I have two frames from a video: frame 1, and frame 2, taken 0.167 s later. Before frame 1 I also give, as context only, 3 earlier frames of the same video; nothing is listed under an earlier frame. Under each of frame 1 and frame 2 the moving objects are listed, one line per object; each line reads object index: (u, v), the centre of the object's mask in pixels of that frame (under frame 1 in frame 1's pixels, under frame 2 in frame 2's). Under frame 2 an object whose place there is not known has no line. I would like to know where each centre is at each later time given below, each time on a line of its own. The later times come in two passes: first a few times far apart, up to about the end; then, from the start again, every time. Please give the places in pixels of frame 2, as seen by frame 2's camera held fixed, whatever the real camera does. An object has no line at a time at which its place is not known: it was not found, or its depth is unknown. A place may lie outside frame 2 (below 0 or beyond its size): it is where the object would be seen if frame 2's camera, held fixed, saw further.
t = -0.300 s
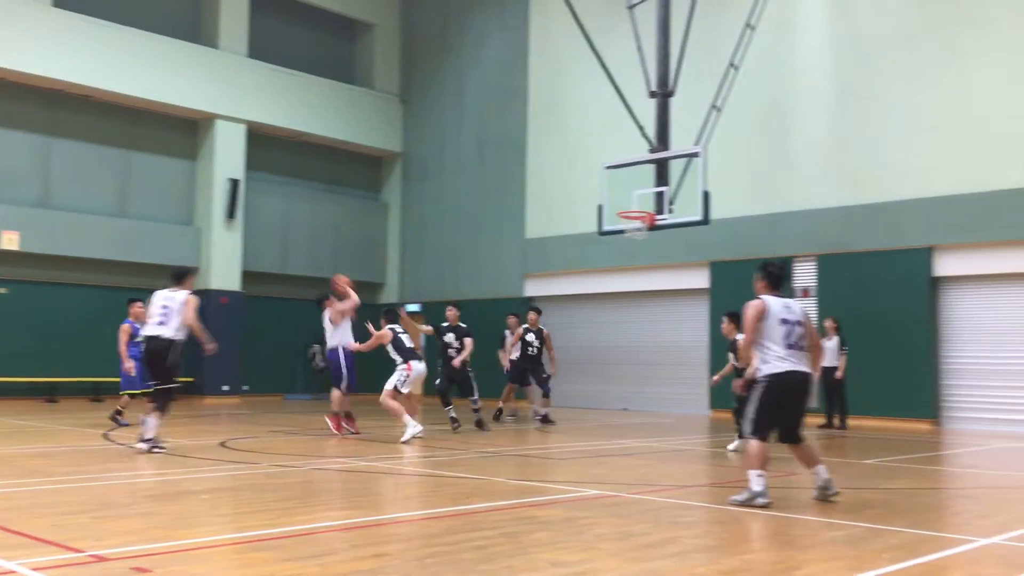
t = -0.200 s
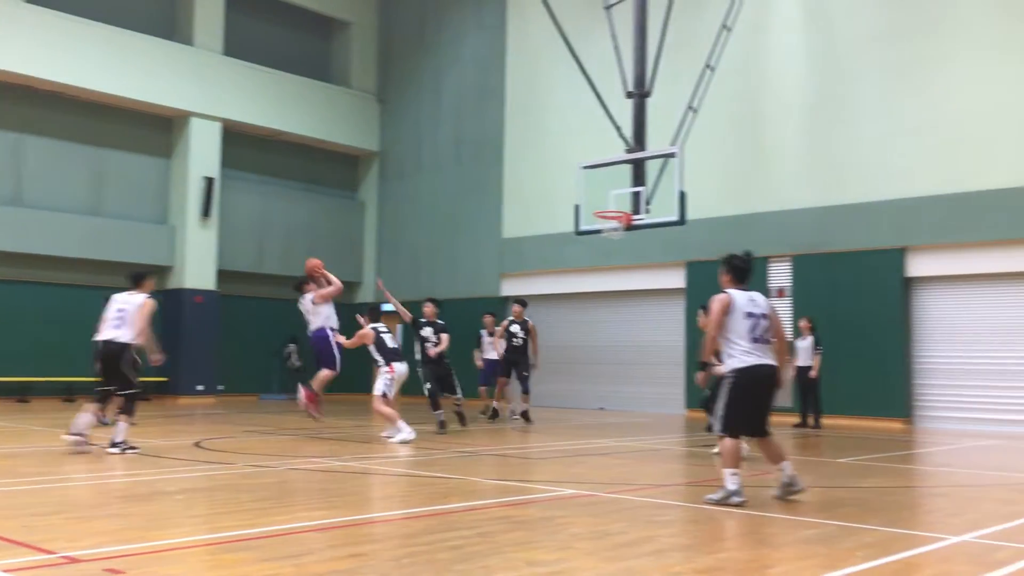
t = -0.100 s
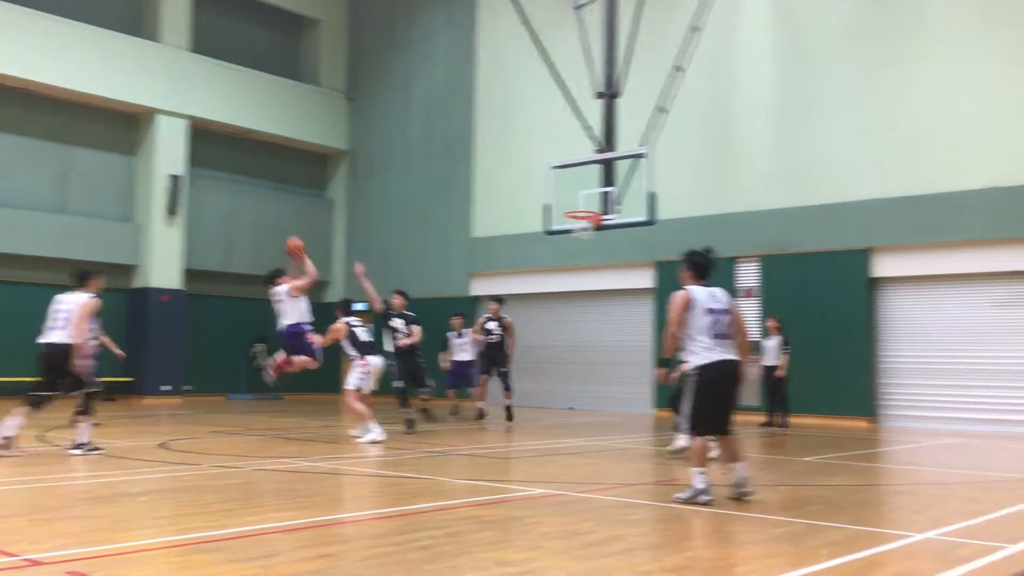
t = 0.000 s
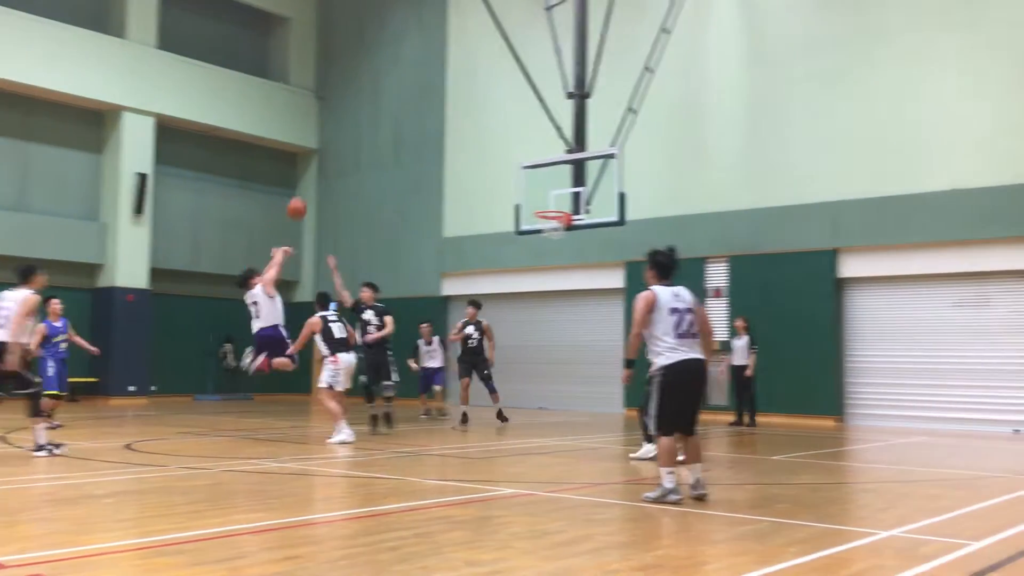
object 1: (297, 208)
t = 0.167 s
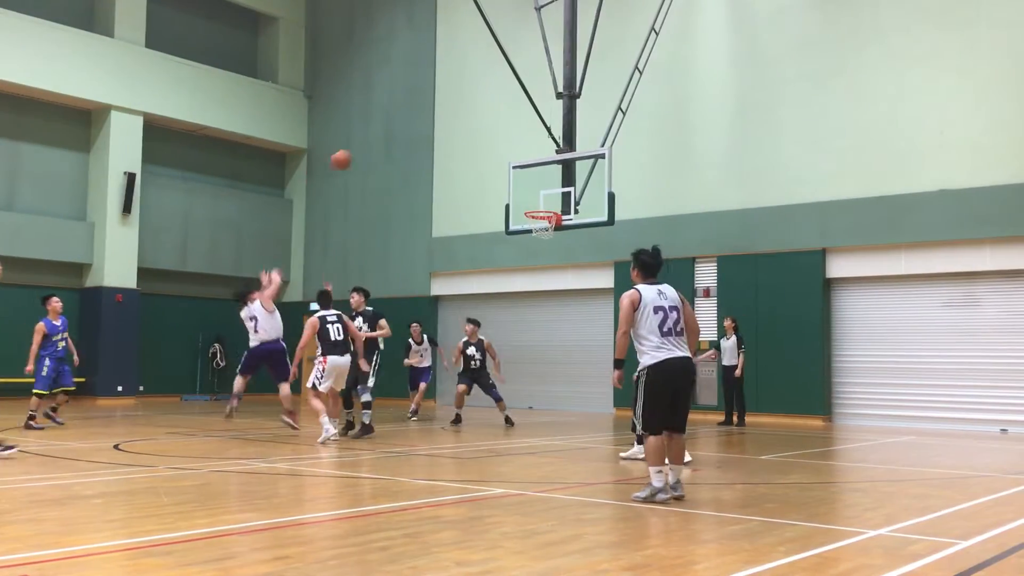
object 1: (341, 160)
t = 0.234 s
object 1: (361, 147)
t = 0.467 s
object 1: (428, 131)
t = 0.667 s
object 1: (482, 147)
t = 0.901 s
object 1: (538, 198)
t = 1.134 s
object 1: (539, 187)
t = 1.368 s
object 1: (542, 180)
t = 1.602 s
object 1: (533, 202)
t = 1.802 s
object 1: (536, 189)
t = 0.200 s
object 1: (351, 153)
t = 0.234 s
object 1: (361, 147)
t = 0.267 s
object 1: (371, 142)
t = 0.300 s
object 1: (382, 138)
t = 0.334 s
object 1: (391, 135)
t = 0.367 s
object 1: (401, 133)
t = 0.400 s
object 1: (411, 131)
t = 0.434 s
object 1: (419, 131)
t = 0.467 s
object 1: (428, 131)
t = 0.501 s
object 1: (438, 132)
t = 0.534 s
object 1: (447, 133)
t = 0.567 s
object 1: (456, 136)
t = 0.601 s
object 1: (465, 139)
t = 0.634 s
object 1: (473, 143)
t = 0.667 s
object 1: (482, 147)
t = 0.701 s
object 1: (490, 152)
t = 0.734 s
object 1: (498, 158)
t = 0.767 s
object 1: (506, 165)
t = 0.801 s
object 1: (514, 172)
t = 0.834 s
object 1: (522, 180)
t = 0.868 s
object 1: (530, 189)
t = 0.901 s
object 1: (538, 198)
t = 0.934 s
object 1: (546, 207)
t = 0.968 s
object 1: (543, 206)
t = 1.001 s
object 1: (536, 206)
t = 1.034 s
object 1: (536, 202)
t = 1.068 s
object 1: (537, 197)
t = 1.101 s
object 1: (538, 191)
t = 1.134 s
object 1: (539, 187)
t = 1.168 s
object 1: (540, 183)
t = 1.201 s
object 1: (541, 181)
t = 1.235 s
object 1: (542, 179)
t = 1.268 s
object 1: (543, 178)
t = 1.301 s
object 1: (543, 177)
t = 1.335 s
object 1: (544, 178)
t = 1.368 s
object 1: (542, 180)
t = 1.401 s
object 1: (541, 183)
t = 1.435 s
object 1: (539, 187)
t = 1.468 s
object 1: (537, 191)
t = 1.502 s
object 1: (535, 197)
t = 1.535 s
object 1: (534, 203)
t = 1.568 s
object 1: (532, 205)
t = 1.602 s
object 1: (533, 202)
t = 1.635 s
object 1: (534, 198)
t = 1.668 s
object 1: (534, 195)
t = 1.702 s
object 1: (534, 192)
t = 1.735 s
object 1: (535, 191)
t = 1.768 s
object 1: (536, 190)
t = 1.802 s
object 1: (536, 189)
